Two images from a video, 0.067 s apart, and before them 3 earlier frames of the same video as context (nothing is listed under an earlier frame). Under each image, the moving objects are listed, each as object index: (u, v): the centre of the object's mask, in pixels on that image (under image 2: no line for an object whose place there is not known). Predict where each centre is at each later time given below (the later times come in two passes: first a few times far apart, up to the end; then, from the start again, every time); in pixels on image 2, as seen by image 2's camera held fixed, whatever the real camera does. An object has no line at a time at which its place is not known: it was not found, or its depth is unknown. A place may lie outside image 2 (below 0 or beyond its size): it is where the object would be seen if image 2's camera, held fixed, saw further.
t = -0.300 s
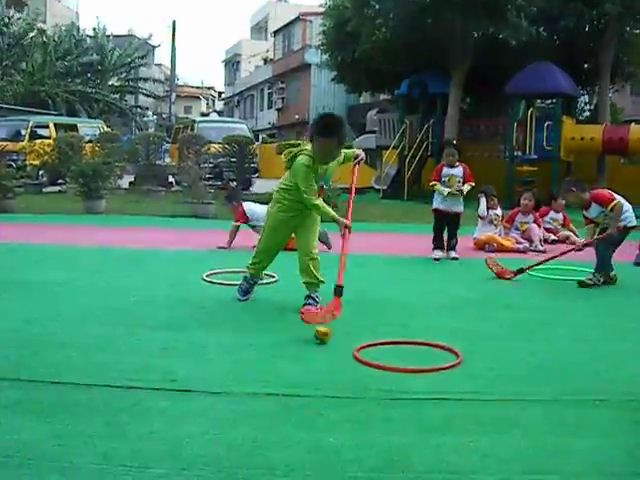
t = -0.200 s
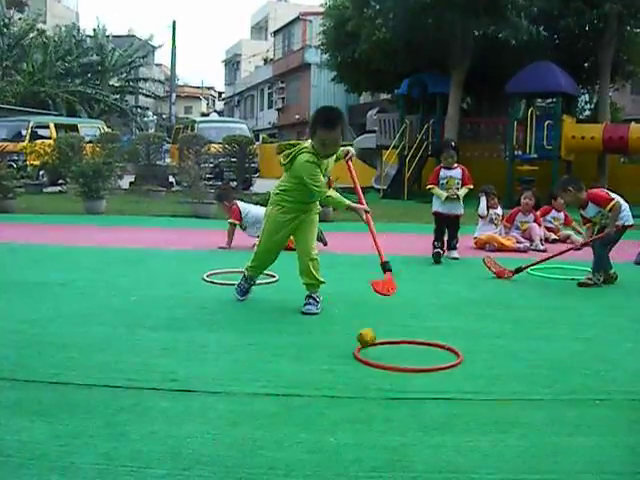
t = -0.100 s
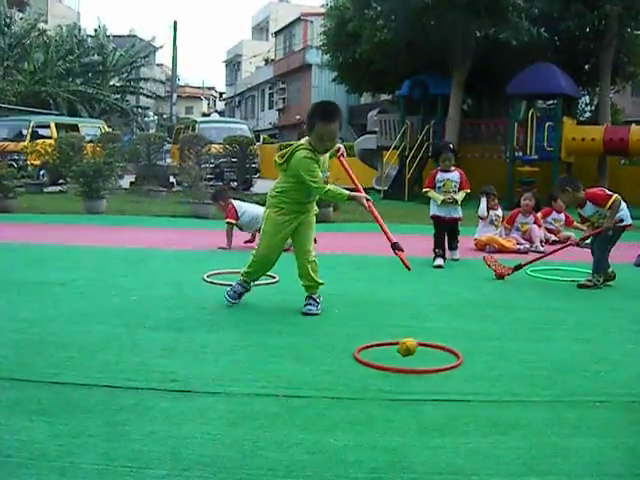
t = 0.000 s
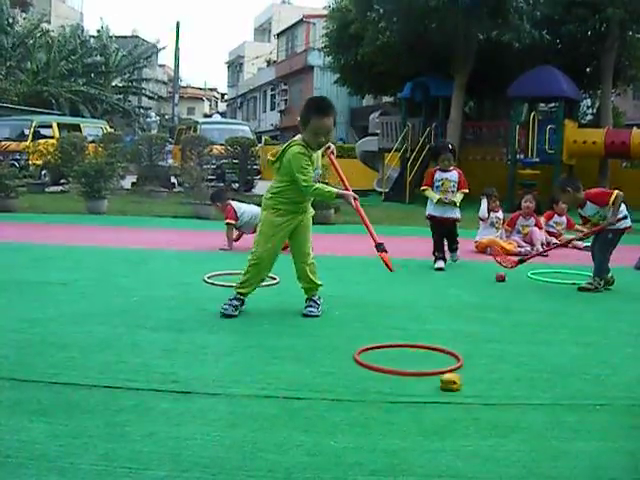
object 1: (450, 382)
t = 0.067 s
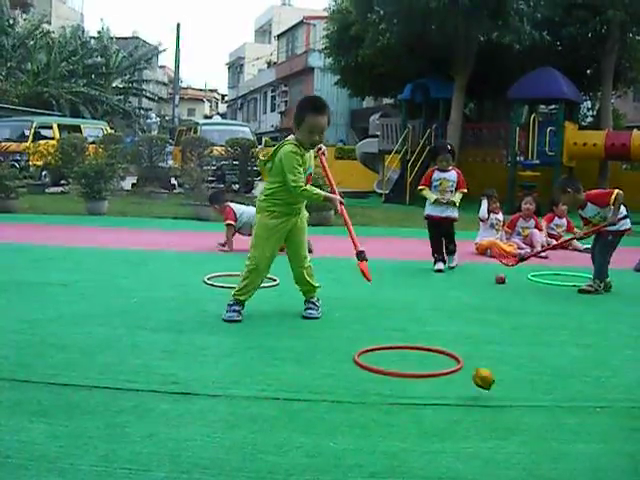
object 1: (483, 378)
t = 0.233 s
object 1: (567, 419)
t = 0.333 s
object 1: (623, 438)
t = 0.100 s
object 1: (500, 382)
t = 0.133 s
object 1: (515, 387)
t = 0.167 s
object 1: (533, 395)
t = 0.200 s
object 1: (551, 410)
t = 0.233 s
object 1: (567, 419)
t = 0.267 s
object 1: (585, 419)
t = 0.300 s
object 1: (605, 426)
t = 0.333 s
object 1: (623, 438)
